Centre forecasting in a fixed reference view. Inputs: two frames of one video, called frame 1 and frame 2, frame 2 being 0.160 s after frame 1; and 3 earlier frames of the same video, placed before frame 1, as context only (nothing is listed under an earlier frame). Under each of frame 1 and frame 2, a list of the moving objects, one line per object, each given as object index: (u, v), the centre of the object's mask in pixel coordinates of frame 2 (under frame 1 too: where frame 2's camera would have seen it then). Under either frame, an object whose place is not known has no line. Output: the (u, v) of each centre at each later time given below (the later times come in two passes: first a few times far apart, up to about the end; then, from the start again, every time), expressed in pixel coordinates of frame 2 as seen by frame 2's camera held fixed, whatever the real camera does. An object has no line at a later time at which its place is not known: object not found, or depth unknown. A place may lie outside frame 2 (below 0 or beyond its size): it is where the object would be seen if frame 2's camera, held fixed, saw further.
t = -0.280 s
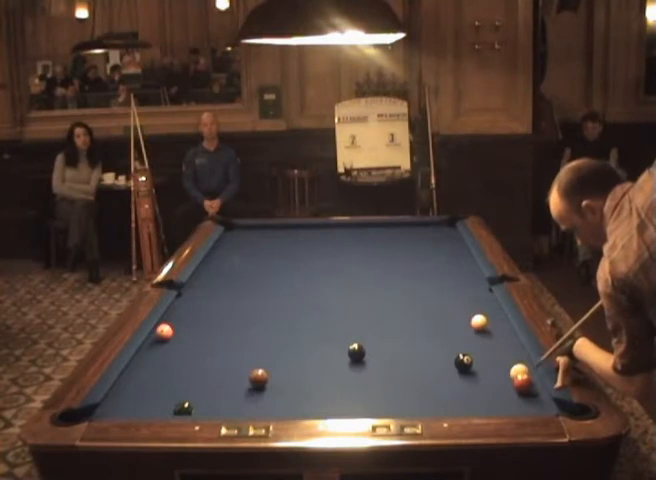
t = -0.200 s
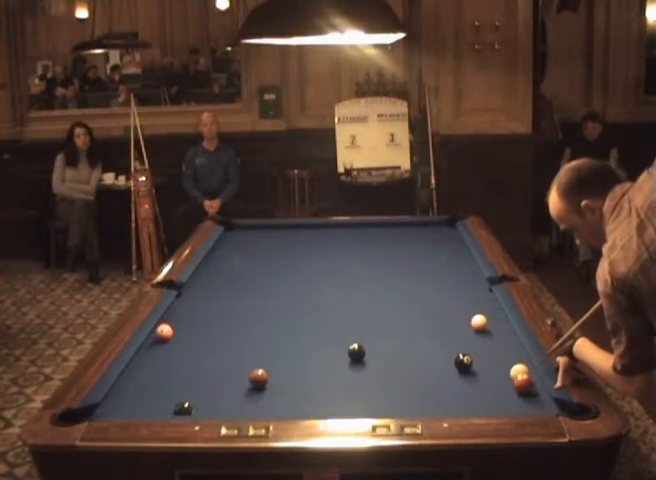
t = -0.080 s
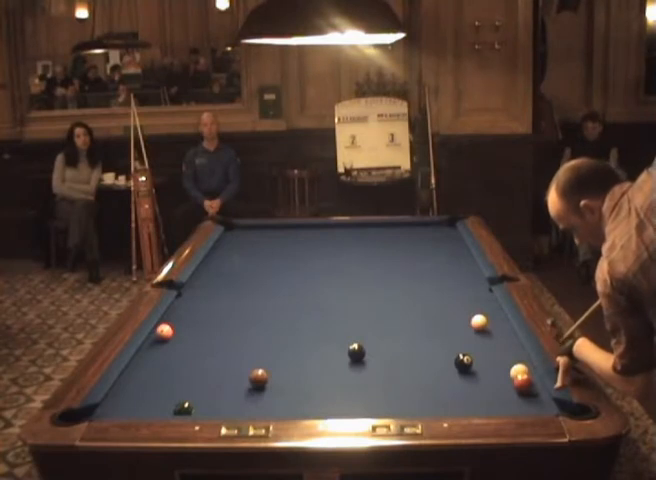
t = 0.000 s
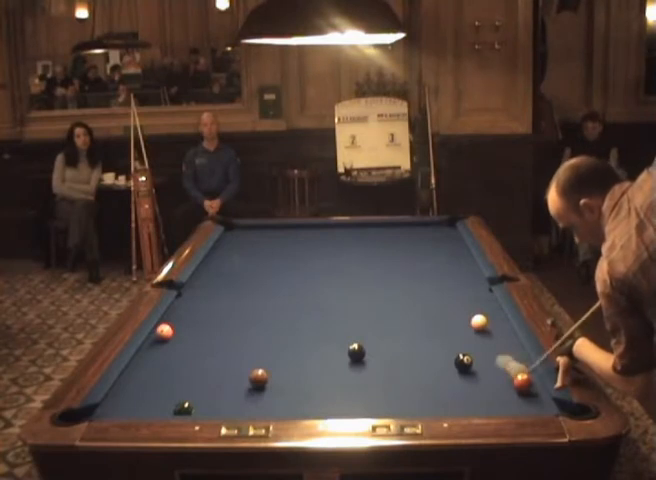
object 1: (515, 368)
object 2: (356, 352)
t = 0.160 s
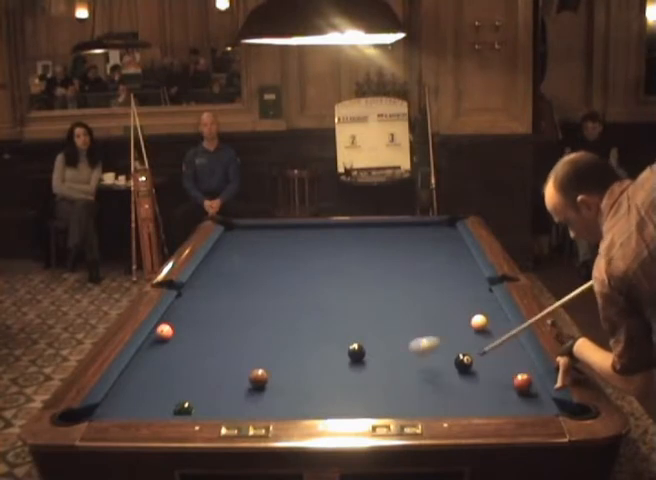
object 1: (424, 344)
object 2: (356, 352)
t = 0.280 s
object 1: (370, 346)
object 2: (350, 350)
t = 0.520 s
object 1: (359, 353)
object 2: (282, 341)
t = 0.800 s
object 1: (372, 359)
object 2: (214, 329)
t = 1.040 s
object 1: (387, 363)
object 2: (169, 319)
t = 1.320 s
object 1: (403, 367)
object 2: (207, 314)
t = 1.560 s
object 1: (416, 371)
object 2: (235, 309)
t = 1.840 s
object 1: (430, 375)
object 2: (266, 303)
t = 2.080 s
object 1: (442, 378)
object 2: (290, 298)
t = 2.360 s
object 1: (454, 380)
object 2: (317, 293)
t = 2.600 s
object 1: (463, 383)
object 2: (338, 289)
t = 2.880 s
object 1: (472, 385)
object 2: (360, 285)
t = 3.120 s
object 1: (479, 388)
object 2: (378, 282)
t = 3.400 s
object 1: (485, 390)
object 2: (397, 278)
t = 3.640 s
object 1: (490, 391)
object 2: (411, 275)
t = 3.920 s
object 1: (493, 391)
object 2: (427, 272)
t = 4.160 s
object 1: (494, 392)
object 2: (440, 270)
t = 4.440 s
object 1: (494, 391)
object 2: (455, 268)
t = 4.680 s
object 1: (494, 391)
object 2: (465, 266)
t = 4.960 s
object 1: (494, 391)
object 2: (468, 264)
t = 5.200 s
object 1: (494, 391)
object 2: (463, 264)
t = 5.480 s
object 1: (494, 391)
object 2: (458, 263)
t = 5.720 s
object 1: (494, 392)
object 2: (455, 262)
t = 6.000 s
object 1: (494, 392)
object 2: (453, 262)
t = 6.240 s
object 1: (494, 391)
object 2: (453, 261)
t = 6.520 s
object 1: (494, 391)
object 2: (452, 262)
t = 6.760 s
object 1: (494, 392)
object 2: (452, 261)
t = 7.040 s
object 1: (494, 392)
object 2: (452, 261)
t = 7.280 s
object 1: (494, 392)
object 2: (452, 261)
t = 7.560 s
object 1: (494, 391)
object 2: (452, 261)
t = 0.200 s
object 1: (404, 350)
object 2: (356, 352)
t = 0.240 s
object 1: (383, 351)
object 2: (356, 352)
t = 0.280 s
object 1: (370, 346)
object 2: (350, 350)
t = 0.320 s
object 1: (367, 344)
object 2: (338, 348)
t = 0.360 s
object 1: (365, 345)
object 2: (325, 347)
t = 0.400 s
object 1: (362, 351)
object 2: (313, 345)
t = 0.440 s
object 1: (360, 350)
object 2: (303, 344)
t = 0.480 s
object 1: (359, 352)
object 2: (292, 342)
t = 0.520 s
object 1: (359, 353)
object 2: (282, 341)
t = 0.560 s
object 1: (358, 355)
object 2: (272, 338)
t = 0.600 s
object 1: (360, 355)
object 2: (262, 337)
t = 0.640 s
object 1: (362, 356)
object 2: (252, 335)
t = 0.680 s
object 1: (364, 356)
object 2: (242, 334)
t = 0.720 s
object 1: (367, 357)
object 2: (233, 333)
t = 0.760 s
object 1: (369, 358)
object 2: (224, 330)
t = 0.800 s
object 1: (372, 359)
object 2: (214, 329)
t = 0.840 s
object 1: (374, 359)
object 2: (204, 327)
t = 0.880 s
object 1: (377, 360)
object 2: (197, 327)
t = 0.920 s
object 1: (379, 361)
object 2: (189, 324)
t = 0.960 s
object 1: (382, 362)
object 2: (180, 324)
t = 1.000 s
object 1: (384, 362)
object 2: (173, 321)
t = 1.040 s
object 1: (387, 363)
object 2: (169, 319)
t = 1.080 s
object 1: (389, 363)
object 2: (174, 319)
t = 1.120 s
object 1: (392, 364)
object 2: (182, 320)
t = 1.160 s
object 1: (394, 365)
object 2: (187, 318)
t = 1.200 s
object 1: (396, 365)
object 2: (192, 318)
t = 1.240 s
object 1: (398, 366)
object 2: (197, 316)
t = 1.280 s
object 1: (401, 367)
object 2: (202, 315)
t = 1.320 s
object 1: (403, 367)
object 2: (207, 314)
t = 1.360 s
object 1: (405, 368)
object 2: (212, 313)
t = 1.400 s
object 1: (408, 368)
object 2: (217, 312)
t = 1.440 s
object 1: (410, 369)
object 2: (221, 312)
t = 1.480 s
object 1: (412, 369)
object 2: (226, 311)
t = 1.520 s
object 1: (414, 370)
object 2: (230, 310)
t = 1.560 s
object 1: (416, 371)
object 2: (235, 309)
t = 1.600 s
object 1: (418, 371)
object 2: (240, 308)
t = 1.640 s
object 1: (421, 372)
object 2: (244, 307)
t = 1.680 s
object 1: (423, 372)
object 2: (249, 307)
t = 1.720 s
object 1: (424, 373)
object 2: (254, 305)
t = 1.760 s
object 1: (426, 373)
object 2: (257, 305)
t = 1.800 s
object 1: (428, 374)
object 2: (262, 304)
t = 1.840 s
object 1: (430, 375)
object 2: (266, 303)
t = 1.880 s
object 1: (432, 375)
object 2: (270, 302)
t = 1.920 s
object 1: (434, 376)
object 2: (274, 302)
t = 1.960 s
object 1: (436, 377)
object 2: (279, 301)
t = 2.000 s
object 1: (438, 377)
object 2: (283, 300)
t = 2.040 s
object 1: (440, 377)
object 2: (286, 299)
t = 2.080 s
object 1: (442, 378)
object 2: (290, 298)
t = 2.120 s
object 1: (443, 378)
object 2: (294, 298)
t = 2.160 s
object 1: (445, 378)
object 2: (298, 297)
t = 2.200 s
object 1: (447, 379)
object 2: (302, 296)
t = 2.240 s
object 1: (448, 379)
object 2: (306, 296)
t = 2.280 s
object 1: (450, 380)
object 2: (309, 295)
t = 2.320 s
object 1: (452, 380)
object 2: (313, 294)
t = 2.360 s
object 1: (454, 380)
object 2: (317, 293)
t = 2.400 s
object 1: (455, 381)
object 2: (321, 293)
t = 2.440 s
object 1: (457, 381)
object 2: (324, 292)
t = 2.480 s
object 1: (458, 382)
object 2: (328, 291)
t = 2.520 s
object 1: (460, 383)
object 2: (331, 291)
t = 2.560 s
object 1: (461, 384)
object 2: (334, 290)
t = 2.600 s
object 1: (463, 383)
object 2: (338, 289)
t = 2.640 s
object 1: (464, 383)
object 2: (341, 289)
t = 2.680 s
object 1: (465, 384)
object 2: (344, 288)
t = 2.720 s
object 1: (467, 384)
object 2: (348, 287)
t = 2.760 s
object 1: (468, 384)
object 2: (351, 287)
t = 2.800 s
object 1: (469, 385)
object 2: (354, 286)
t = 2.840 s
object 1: (470, 385)
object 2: (357, 285)
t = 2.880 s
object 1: (472, 385)
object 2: (360, 285)
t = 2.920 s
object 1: (473, 386)
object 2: (363, 284)
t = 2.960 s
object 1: (474, 386)
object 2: (366, 284)
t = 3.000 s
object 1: (475, 387)
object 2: (369, 283)
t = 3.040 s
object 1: (476, 387)
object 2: (372, 283)
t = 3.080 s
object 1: (477, 387)
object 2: (375, 282)
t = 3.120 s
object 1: (479, 388)
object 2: (378, 282)
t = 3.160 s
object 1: (480, 388)
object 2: (380, 281)
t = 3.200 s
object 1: (481, 388)
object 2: (383, 281)
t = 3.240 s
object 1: (482, 388)
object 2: (386, 280)
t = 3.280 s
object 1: (483, 389)
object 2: (388, 279)
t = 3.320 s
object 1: (484, 389)
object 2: (391, 279)
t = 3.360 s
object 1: (485, 389)
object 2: (394, 279)
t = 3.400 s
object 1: (485, 390)
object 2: (397, 278)
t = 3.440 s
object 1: (486, 390)
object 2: (399, 278)
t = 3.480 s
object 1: (487, 390)
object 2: (402, 277)
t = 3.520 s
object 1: (488, 390)
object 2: (404, 277)
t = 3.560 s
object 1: (488, 390)
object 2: (407, 276)
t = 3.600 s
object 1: (489, 390)
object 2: (409, 276)
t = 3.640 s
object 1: (490, 391)
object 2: (411, 275)
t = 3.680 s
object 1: (490, 391)
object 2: (414, 275)
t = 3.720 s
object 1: (490, 391)
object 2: (417, 274)
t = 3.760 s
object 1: (491, 391)
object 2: (419, 274)
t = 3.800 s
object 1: (491, 391)
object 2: (421, 273)
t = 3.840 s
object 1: (492, 391)
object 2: (423, 273)
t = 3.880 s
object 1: (492, 391)
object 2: (426, 273)
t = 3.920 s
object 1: (493, 391)
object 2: (427, 272)
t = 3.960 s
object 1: (493, 391)
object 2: (430, 272)
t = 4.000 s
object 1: (493, 391)
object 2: (432, 271)
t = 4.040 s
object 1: (493, 391)
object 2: (434, 271)
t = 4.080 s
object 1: (494, 391)
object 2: (436, 271)
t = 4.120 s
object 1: (494, 391)
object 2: (438, 270)
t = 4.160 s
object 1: (494, 392)
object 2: (440, 270)
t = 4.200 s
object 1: (494, 391)
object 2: (442, 269)
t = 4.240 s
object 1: (494, 391)
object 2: (445, 269)
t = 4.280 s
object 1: (494, 391)
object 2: (446, 269)
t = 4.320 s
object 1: (494, 391)
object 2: (449, 269)
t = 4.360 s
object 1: (494, 391)
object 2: (451, 268)
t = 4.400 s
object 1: (494, 391)
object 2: (453, 268)
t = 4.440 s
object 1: (494, 391)
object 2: (455, 268)
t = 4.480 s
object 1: (494, 391)
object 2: (456, 267)
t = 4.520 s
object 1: (494, 391)
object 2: (458, 267)
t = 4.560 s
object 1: (494, 391)
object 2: (460, 267)
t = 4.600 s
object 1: (494, 391)
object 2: (462, 266)
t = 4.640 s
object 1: (494, 391)
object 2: (463, 266)
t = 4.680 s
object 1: (494, 391)
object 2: (465, 266)
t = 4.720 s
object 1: (494, 391)
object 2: (466, 266)
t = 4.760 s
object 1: (493, 391)
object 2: (468, 265)
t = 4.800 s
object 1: (494, 391)
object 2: (470, 265)
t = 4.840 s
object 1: (494, 391)
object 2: (470, 265)
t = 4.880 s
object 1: (494, 391)
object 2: (470, 265)
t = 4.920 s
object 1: (494, 391)
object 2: (469, 264)
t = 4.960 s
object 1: (494, 391)
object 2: (468, 264)
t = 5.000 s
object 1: (494, 391)
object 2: (468, 265)
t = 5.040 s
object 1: (494, 391)
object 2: (466, 264)
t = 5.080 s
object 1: (494, 391)
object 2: (465, 264)
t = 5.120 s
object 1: (494, 391)
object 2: (464, 264)
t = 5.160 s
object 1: (494, 391)
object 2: (463, 264)
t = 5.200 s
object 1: (494, 391)
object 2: (463, 264)
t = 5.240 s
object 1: (494, 391)
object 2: (462, 263)
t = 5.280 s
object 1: (494, 391)
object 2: (461, 263)
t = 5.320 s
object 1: (494, 391)
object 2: (461, 263)
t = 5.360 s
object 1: (494, 391)
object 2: (460, 263)
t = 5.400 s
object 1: (494, 391)
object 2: (459, 263)
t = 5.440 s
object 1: (494, 391)
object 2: (458, 263)
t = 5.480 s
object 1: (494, 391)
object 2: (458, 263)
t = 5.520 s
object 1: (494, 391)
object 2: (457, 263)
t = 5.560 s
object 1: (494, 392)
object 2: (457, 262)
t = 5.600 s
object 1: (494, 392)
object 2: (457, 262)
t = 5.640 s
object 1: (494, 391)
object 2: (456, 262)
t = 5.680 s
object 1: (494, 392)
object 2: (456, 262)
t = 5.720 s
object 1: (494, 392)
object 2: (455, 262)
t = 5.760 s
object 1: (494, 391)
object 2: (455, 262)
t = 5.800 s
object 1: (494, 392)
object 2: (455, 262)
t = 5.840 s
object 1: (494, 391)
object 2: (454, 262)
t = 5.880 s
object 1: (494, 392)
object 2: (454, 262)
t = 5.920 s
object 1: (494, 392)
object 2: (454, 262)
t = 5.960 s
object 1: (494, 392)
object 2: (454, 262)
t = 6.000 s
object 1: (494, 392)
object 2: (453, 262)
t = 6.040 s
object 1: (494, 391)
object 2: (453, 262)
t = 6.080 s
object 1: (494, 391)
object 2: (453, 262)
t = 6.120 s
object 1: (494, 392)
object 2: (453, 262)
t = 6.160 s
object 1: (494, 391)
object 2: (453, 262)
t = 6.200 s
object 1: (494, 391)
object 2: (453, 262)
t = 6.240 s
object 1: (494, 391)
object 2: (453, 261)
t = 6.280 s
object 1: (494, 391)
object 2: (453, 261)
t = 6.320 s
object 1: (494, 392)
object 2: (453, 261)
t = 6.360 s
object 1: (494, 392)
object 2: (453, 262)
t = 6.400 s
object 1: (494, 392)
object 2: (453, 262)
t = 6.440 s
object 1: (494, 391)
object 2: (452, 262)
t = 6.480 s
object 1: (494, 392)
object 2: (452, 262)
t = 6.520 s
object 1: (494, 391)
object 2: (452, 262)
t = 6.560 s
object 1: (494, 391)
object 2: (452, 262)
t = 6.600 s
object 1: (494, 391)
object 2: (452, 262)
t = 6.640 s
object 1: (494, 391)
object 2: (452, 262)
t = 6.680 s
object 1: (494, 391)
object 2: (452, 262)
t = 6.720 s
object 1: (494, 391)
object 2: (452, 262)
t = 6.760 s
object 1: (494, 392)
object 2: (452, 261)
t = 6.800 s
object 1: (494, 391)
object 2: (452, 261)
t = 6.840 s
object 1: (494, 392)
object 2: (452, 261)
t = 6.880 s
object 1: (494, 391)
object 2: (452, 261)
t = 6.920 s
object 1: (494, 392)
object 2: (452, 261)
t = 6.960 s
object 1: (494, 392)
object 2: (452, 261)
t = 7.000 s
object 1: (494, 391)
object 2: (452, 261)
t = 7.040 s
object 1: (494, 392)
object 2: (452, 261)
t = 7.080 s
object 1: (494, 391)
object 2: (452, 261)
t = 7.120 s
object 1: (494, 391)
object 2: (452, 261)
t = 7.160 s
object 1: (494, 392)
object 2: (452, 261)
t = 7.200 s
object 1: (494, 392)
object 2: (452, 261)
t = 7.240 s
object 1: (494, 392)
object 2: (452, 261)
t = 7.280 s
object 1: (494, 392)
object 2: (452, 261)
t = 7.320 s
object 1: (494, 392)
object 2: (453, 261)
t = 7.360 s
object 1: (494, 392)
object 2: (452, 261)
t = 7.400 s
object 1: (494, 392)
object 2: (452, 261)
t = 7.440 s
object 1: (494, 392)
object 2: (452, 261)
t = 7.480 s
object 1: (494, 391)
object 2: (452, 261)
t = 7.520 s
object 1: (494, 391)
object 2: (452, 261)
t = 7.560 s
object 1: (494, 391)
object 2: (452, 261)
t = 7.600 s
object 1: (494, 391)
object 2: (452, 261)
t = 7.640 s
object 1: (494, 391)
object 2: (452, 261)
